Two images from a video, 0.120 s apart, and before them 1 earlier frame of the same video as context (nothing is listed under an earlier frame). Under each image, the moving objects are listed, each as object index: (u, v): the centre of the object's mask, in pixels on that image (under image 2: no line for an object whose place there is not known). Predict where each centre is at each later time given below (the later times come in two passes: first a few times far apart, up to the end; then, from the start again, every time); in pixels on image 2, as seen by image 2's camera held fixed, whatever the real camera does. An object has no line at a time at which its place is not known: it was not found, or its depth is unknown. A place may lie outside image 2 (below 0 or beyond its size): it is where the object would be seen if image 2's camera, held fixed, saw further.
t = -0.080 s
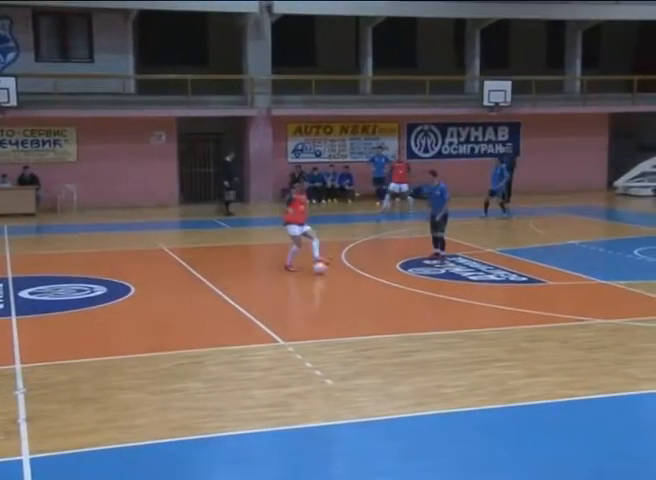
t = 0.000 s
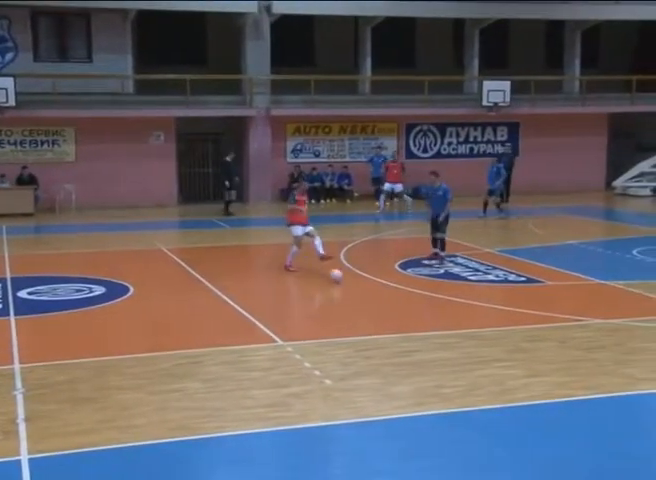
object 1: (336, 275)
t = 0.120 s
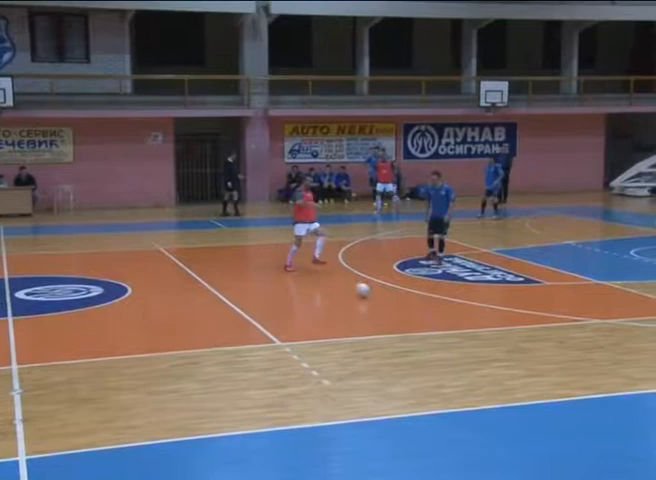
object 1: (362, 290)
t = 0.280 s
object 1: (402, 310)
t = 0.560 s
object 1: (480, 352)
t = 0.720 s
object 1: (530, 378)
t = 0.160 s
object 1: (372, 294)
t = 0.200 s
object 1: (382, 300)
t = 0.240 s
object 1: (392, 305)
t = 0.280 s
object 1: (402, 310)
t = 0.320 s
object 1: (412, 315)
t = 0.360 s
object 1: (423, 321)
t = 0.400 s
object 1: (435, 327)
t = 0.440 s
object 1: (445, 332)
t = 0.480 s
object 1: (457, 339)
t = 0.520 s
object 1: (468, 344)
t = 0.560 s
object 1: (480, 352)
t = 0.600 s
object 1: (491, 357)
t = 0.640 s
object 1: (502, 363)
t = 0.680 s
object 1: (516, 371)
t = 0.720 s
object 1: (530, 378)
